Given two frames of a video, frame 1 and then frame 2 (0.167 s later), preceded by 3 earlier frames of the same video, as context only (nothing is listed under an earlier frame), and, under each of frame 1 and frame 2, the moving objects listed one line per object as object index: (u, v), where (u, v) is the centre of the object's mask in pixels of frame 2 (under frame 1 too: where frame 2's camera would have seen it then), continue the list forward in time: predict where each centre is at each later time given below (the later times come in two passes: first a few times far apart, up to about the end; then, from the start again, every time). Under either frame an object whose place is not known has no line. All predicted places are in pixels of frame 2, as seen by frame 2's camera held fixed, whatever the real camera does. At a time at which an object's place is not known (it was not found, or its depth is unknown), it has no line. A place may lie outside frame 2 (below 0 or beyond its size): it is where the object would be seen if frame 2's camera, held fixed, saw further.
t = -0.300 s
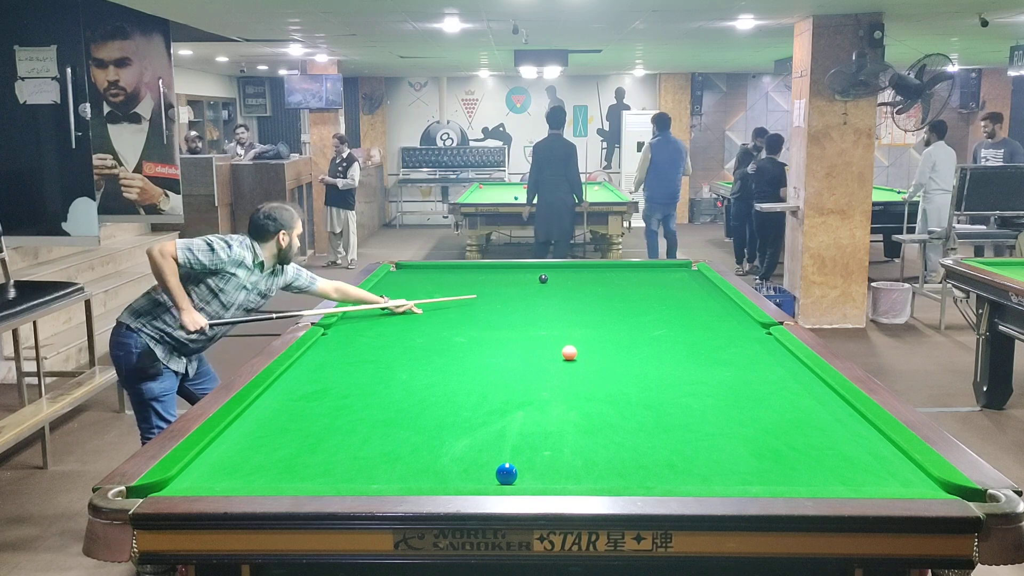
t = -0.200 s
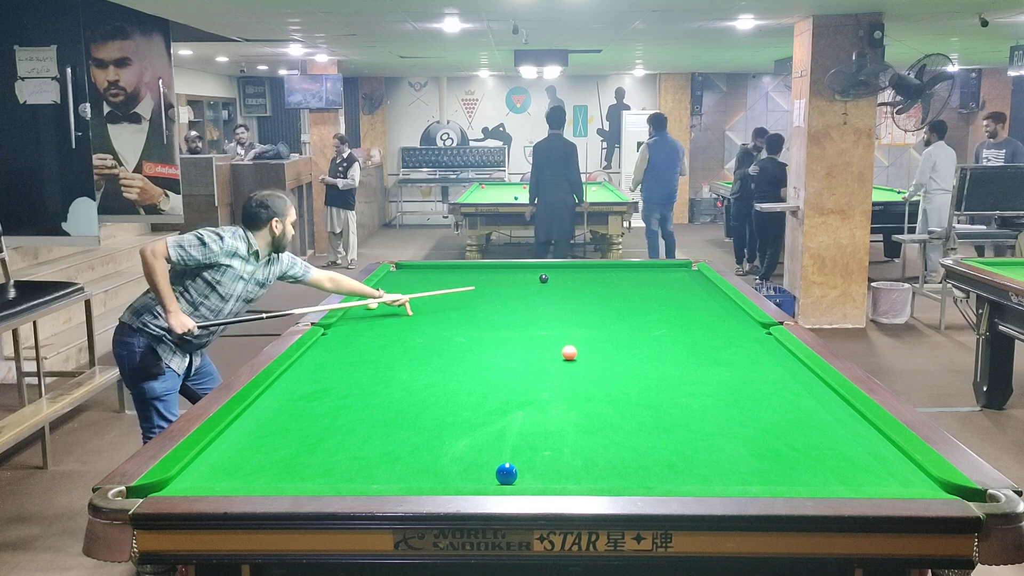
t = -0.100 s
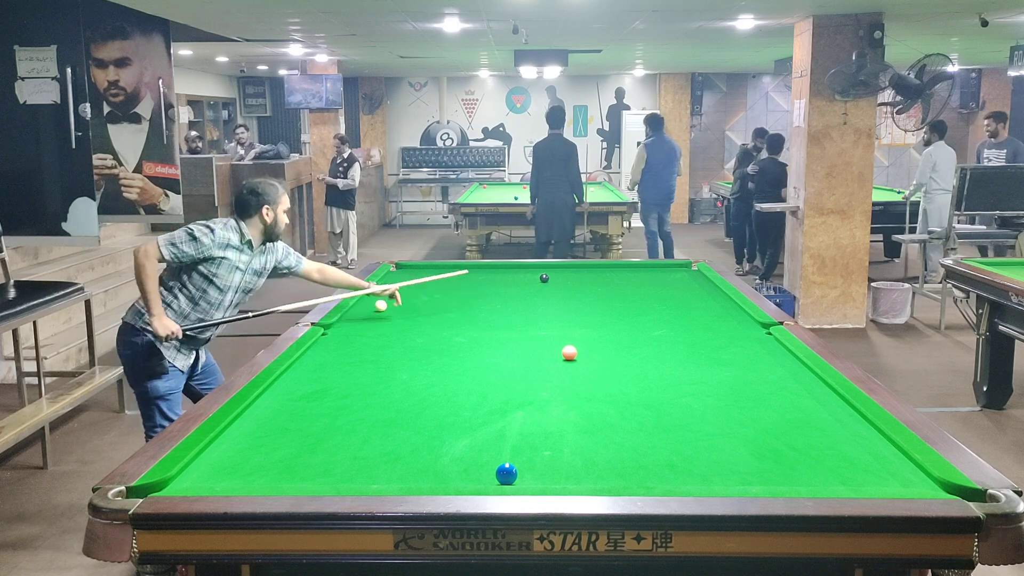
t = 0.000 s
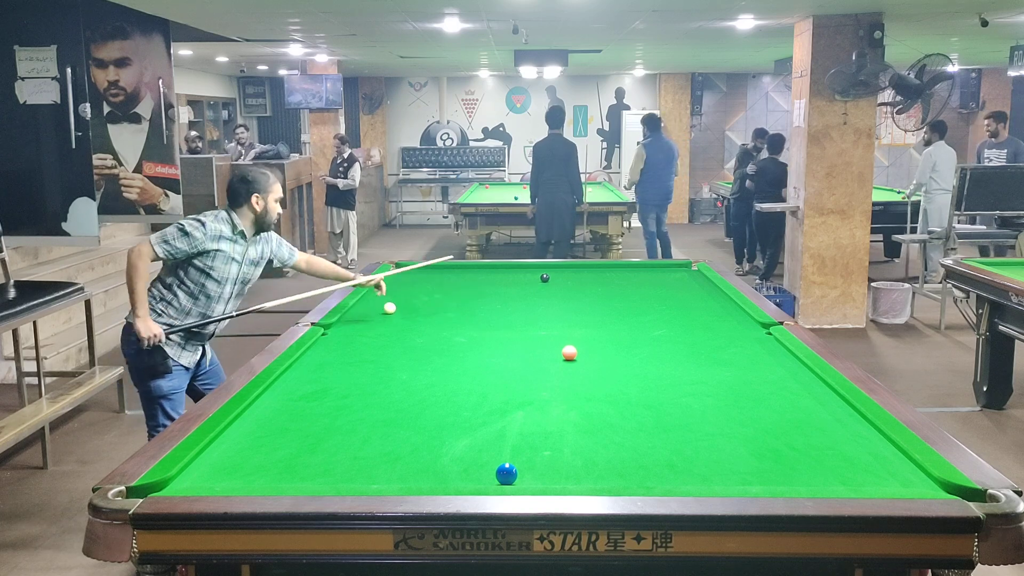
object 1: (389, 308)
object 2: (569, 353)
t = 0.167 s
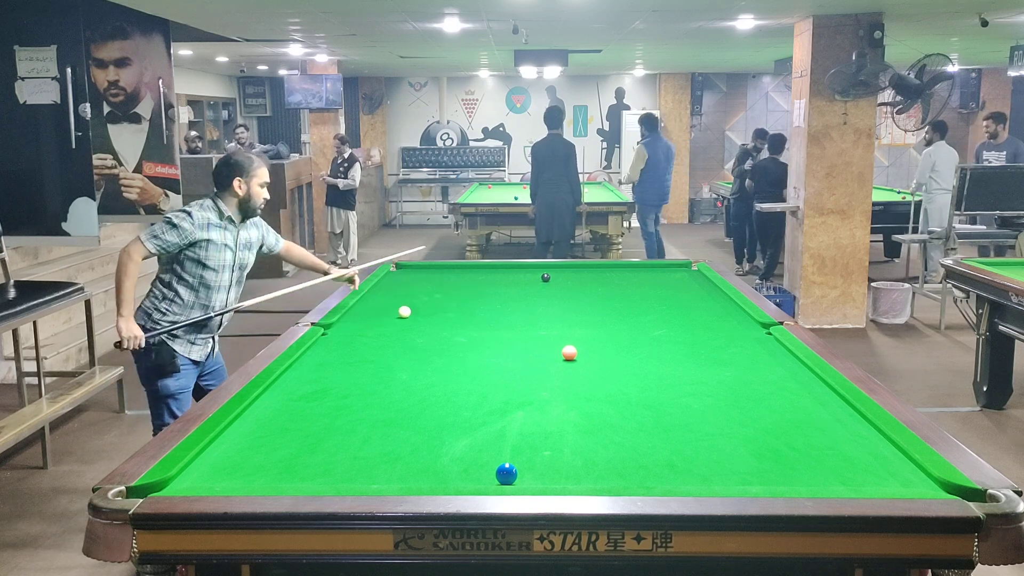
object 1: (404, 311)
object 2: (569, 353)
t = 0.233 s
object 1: (410, 313)
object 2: (569, 353)
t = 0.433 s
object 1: (428, 317)
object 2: (569, 353)
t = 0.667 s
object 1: (451, 323)
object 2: (569, 353)
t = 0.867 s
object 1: (470, 328)
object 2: (569, 353)
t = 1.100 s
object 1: (493, 334)
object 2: (569, 353)
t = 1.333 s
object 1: (517, 340)
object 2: (569, 353)
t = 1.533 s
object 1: (538, 346)
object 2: (569, 353)
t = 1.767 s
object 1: (558, 351)
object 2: (574, 354)
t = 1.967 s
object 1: (561, 353)
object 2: (589, 357)
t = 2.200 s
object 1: (564, 354)
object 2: (606, 360)
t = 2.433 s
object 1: (567, 356)
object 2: (623, 364)
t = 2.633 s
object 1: (569, 356)
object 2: (636, 367)
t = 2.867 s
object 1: (571, 357)
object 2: (651, 370)
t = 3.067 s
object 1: (572, 358)
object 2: (663, 372)
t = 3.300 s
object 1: (573, 358)
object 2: (677, 375)
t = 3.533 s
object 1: (573, 359)
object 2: (689, 377)
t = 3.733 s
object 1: (573, 359)
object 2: (699, 379)
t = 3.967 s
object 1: (573, 359)
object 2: (709, 381)
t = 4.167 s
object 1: (573, 359)
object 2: (716, 382)
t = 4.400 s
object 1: (573, 359)
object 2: (724, 383)
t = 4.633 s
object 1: (573, 358)
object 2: (729, 384)
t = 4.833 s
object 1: (573, 358)
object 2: (733, 385)
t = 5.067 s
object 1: (573, 358)
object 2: (736, 385)
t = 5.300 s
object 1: (573, 358)
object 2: (738, 386)
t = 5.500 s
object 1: (573, 358)
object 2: (738, 386)
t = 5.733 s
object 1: (573, 358)
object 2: (738, 386)
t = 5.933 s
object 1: (573, 358)
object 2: (738, 386)
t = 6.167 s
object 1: (573, 358)
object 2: (738, 386)
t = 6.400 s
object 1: (573, 359)
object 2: (738, 386)
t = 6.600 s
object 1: (573, 359)
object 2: (738, 386)
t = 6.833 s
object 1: (573, 359)
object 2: (738, 386)
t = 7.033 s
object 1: (573, 359)
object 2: (737, 386)
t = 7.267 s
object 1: (573, 359)
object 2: (737, 386)
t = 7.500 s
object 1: (573, 359)
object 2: (737, 386)
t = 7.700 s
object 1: (573, 359)
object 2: (737, 386)
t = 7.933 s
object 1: (573, 358)
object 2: (737, 386)
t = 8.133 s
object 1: (573, 359)
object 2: (737, 386)
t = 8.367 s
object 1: (573, 359)
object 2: (737, 386)
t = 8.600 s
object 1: (573, 359)
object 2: (737, 386)
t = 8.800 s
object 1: (573, 359)
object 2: (737, 386)
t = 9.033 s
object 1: (573, 359)
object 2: (737, 386)
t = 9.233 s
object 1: (573, 359)
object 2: (737, 386)
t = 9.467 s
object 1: (573, 359)
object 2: (738, 386)
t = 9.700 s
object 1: (573, 358)
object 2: (738, 386)
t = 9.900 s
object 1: (573, 358)
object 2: (737, 386)
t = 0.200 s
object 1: (407, 312)
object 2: (569, 353)
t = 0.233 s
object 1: (410, 313)
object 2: (569, 353)
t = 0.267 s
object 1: (412, 313)
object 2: (569, 353)
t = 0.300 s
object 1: (415, 314)
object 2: (569, 353)
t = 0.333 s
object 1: (419, 315)
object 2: (569, 353)
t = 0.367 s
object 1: (422, 316)
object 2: (569, 353)
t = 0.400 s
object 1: (425, 317)
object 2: (569, 353)
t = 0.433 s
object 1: (428, 317)
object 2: (569, 353)
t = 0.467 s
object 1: (431, 318)
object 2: (569, 353)
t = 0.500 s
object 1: (435, 319)
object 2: (569, 353)
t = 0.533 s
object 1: (438, 320)
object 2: (569, 353)
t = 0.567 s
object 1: (441, 321)
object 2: (569, 353)
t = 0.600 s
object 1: (444, 322)
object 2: (569, 353)
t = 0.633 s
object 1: (447, 322)
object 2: (569, 353)
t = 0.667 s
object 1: (451, 323)
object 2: (569, 353)
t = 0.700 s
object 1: (454, 324)
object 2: (569, 353)
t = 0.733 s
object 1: (457, 325)
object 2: (569, 353)
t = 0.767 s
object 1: (460, 326)
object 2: (569, 353)
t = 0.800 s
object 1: (463, 327)
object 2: (569, 353)
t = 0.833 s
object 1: (467, 327)
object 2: (569, 353)
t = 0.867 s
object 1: (470, 328)
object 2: (569, 353)
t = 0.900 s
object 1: (473, 329)
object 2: (569, 353)
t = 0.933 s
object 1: (477, 330)
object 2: (569, 353)
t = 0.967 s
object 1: (480, 331)
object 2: (569, 353)
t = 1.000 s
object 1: (483, 332)
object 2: (569, 353)
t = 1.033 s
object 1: (486, 332)
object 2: (569, 353)
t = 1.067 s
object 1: (490, 333)
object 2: (569, 353)
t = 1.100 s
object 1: (493, 334)
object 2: (569, 353)
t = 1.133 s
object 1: (496, 335)
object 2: (569, 353)
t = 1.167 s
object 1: (500, 336)
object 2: (569, 353)
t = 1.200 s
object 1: (503, 337)
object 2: (569, 353)
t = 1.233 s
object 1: (507, 338)
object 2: (569, 353)
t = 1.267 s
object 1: (510, 339)
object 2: (569, 353)
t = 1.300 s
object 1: (513, 339)
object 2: (569, 353)
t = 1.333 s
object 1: (517, 340)
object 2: (569, 353)
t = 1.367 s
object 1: (520, 341)
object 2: (569, 353)
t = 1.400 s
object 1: (524, 342)
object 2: (569, 353)
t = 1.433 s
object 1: (527, 343)
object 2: (569, 353)
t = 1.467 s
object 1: (531, 344)
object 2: (569, 353)
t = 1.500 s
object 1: (534, 345)
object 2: (569, 353)
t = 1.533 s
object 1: (538, 346)
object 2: (569, 353)
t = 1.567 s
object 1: (541, 346)
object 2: (569, 353)
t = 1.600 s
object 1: (545, 347)
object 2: (569, 353)
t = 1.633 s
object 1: (548, 348)
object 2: (569, 353)
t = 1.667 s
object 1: (552, 349)
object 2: (569, 353)
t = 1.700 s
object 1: (555, 350)
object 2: (569, 353)
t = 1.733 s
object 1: (557, 351)
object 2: (570, 353)
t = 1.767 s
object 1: (558, 351)
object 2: (574, 354)
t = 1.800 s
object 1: (558, 351)
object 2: (576, 354)
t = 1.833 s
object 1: (559, 352)
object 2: (579, 355)
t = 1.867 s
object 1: (559, 352)
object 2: (581, 355)
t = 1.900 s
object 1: (560, 352)
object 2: (584, 356)
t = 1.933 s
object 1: (561, 352)
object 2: (586, 356)
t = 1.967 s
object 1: (561, 353)
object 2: (589, 357)
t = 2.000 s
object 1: (561, 353)
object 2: (591, 358)
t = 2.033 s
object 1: (562, 353)
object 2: (594, 358)
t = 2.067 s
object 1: (562, 353)
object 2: (596, 358)
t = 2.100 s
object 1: (563, 354)
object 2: (599, 359)
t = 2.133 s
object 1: (563, 354)
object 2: (601, 360)
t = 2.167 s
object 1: (564, 354)
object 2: (604, 360)
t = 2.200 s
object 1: (564, 354)
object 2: (606, 360)
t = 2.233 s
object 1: (564, 354)
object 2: (609, 361)
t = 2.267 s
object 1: (565, 355)
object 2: (611, 362)
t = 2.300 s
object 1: (565, 355)
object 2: (613, 362)
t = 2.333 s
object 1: (565, 355)
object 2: (616, 362)
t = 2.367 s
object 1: (566, 355)
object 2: (618, 363)
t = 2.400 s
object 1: (566, 355)
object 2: (620, 363)
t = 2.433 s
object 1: (567, 356)
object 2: (623, 364)
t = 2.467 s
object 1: (567, 356)
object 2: (625, 364)
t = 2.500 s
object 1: (567, 356)
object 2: (627, 365)
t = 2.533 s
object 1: (568, 356)
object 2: (629, 365)
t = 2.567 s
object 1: (568, 356)
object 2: (631, 366)
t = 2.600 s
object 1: (568, 356)
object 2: (634, 366)
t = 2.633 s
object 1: (569, 356)
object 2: (636, 367)
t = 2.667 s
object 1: (569, 357)
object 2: (638, 367)
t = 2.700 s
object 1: (569, 357)
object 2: (640, 368)
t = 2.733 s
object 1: (570, 357)
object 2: (643, 368)
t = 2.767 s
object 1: (570, 357)
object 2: (645, 368)
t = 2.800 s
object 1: (570, 357)
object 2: (647, 369)
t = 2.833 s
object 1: (571, 357)
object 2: (649, 369)
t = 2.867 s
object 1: (571, 357)
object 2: (651, 370)
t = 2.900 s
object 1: (571, 358)
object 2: (653, 370)
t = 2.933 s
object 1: (571, 358)
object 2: (655, 371)
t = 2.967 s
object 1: (571, 358)
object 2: (657, 371)
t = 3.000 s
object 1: (572, 358)
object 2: (659, 371)
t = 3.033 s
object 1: (572, 358)
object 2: (661, 372)
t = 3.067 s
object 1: (572, 358)
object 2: (663, 372)
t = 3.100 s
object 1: (572, 358)
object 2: (666, 373)
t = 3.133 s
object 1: (572, 358)
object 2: (667, 373)
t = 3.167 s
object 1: (572, 358)
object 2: (669, 373)
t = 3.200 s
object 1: (572, 358)
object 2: (671, 374)
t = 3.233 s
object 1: (572, 358)
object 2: (673, 374)
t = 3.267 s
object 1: (573, 358)
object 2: (675, 374)
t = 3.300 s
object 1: (573, 358)
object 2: (677, 375)
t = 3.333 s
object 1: (573, 358)
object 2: (679, 375)
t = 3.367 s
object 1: (573, 358)
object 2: (680, 375)
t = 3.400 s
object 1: (573, 358)
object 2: (682, 376)
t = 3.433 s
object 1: (573, 358)
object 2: (684, 376)
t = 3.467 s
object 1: (573, 358)
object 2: (686, 376)
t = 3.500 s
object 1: (573, 359)
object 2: (687, 377)
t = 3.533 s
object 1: (573, 359)
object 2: (689, 377)
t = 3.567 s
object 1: (573, 358)
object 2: (691, 377)
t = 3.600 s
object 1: (573, 359)
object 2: (692, 378)
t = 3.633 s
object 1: (573, 358)
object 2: (694, 378)
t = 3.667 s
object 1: (573, 359)
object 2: (696, 378)
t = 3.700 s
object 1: (573, 359)
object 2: (697, 379)
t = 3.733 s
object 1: (573, 359)
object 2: (699, 379)
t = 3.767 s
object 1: (573, 358)
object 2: (700, 379)
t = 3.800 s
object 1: (573, 359)
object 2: (702, 379)
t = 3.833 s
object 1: (573, 359)
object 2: (703, 380)
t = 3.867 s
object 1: (573, 359)
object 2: (705, 380)
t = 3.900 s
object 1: (573, 358)
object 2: (706, 380)
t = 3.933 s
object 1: (573, 359)
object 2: (707, 380)
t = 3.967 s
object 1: (573, 359)
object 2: (709, 381)
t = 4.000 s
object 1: (573, 359)
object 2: (710, 381)
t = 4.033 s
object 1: (573, 359)
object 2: (712, 381)
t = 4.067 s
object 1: (573, 359)
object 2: (713, 381)
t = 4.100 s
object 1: (573, 359)
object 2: (714, 382)
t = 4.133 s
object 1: (573, 359)
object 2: (715, 382)
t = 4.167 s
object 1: (573, 359)
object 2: (716, 382)
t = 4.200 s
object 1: (573, 359)
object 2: (717, 382)
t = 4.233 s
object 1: (573, 359)
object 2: (719, 382)
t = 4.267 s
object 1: (573, 359)
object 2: (720, 383)
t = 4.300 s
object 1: (573, 359)
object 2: (721, 383)
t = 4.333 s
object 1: (573, 359)
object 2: (722, 383)
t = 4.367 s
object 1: (573, 359)
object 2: (723, 383)
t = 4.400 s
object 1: (573, 359)
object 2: (724, 383)
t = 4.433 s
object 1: (573, 359)
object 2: (725, 383)
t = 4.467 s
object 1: (573, 359)
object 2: (726, 383)
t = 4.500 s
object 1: (573, 359)
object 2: (726, 384)
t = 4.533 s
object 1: (573, 359)
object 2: (727, 384)
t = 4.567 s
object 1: (573, 358)
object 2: (728, 384)
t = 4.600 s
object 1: (573, 358)
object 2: (729, 384)
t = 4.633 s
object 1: (573, 358)
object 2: (729, 384)
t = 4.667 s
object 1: (573, 358)
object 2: (730, 384)
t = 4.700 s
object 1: (573, 358)
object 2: (731, 384)
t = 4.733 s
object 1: (573, 358)
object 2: (731, 385)
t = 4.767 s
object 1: (573, 358)
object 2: (732, 385)
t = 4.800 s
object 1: (573, 358)
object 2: (733, 385)
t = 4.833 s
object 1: (573, 358)
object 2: (733, 385)
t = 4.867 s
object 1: (573, 358)
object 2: (734, 385)
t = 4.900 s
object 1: (573, 358)
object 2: (734, 385)
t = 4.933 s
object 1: (573, 358)
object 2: (735, 385)
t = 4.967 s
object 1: (573, 358)
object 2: (735, 385)
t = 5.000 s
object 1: (573, 358)
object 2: (736, 385)
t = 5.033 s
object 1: (573, 358)
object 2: (736, 385)
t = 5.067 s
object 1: (573, 358)
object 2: (736, 385)
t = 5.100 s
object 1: (573, 358)
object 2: (737, 385)
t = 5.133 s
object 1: (573, 358)
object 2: (737, 385)
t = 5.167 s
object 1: (573, 358)
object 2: (737, 385)
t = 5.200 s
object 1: (573, 358)
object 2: (737, 385)
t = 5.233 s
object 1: (573, 358)
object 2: (738, 385)
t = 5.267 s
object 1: (573, 358)
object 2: (738, 385)
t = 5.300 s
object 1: (573, 358)
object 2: (738, 386)
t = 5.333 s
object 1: (573, 358)
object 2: (738, 386)
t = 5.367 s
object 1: (573, 358)
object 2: (738, 386)
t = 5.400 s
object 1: (573, 358)
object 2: (738, 386)
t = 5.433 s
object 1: (573, 358)
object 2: (738, 386)
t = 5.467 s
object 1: (573, 358)
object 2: (738, 386)
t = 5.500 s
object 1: (573, 358)
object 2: (738, 386)
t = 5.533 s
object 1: (573, 358)
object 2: (738, 386)
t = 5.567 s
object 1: (573, 358)
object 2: (738, 386)
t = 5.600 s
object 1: (573, 358)
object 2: (738, 386)
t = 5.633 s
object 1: (573, 358)
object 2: (738, 386)
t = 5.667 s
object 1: (573, 358)
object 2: (738, 386)
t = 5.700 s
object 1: (573, 358)
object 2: (738, 386)
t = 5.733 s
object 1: (573, 358)
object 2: (738, 386)
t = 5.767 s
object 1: (573, 358)
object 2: (738, 386)
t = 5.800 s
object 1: (573, 358)
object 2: (738, 386)
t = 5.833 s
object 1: (573, 358)
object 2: (738, 386)
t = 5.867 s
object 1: (573, 358)
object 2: (738, 386)
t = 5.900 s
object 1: (573, 358)
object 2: (738, 386)
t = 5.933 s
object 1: (573, 358)
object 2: (738, 386)
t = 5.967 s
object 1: (573, 358)
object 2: (738, 386)
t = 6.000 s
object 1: (573, 358)
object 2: (738, 386)
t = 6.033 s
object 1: (573, 358)
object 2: (738, 386)
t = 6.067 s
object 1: (573, 358)
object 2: (738, 386)
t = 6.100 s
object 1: (573, 358)
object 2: (738, 386)
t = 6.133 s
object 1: (573, 358)
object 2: (738, 386)
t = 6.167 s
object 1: (573, 358)
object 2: (738, 386)
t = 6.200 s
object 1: (573, 358)
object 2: (738, 386)
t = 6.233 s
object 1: (573, 358)
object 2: (738, 386)
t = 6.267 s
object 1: (573, 358)
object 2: (738, 386)
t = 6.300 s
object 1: (573, 358)
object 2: (738, 386)
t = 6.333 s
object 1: (573, 359)
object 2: (738, 386)
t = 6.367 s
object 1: (573, 359)
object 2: (738, 386)
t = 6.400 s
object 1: (573, 359)
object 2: (738, 386)
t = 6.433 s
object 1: (573, 359)
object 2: (738, 386)
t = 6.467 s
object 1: (573, 359)
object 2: (738, 386)
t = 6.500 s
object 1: (573, 359)
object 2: (738, 386)
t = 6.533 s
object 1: (573, 359)
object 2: (738, 386)
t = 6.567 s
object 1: (573, 359)
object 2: (738, 386)
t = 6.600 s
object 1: (573, 359)
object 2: (738, 386)
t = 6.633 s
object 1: (573, 359)
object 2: (738, 386)
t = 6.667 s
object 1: (573, 359)
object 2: (738, 386)
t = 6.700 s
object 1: (573, 359)
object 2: (738, 386)
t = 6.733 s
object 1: (573, 359)
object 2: (738, 386)
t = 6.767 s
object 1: (573, 359)
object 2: (738, 386)
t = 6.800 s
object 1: (573, 359)
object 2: (738, 386)
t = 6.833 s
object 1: (573, 359)
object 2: (738, 386)
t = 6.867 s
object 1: (573, 359)
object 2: (738, 386)
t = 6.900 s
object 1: (573, 359)
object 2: (738, 386)
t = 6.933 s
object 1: (573, 359)
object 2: (738, 386)
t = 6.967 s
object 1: (573, 359)
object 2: (738, 386)
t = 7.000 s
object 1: (573, 359)
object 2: (738, 386)
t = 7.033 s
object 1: (573, 359)
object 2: (737, 386)
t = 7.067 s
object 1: (573, 359)
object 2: (738, 386)
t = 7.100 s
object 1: (573, 359)
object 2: (737, 386)
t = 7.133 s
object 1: (573, 359)
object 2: (737, 386)
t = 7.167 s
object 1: (573, 359)
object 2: (737, 386)
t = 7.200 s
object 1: (573, 359)
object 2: (738, 386)
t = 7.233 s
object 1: (573, 359)
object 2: (737, 386)
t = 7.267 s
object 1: (573, 359)
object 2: (737, 386)
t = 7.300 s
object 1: (573, 359)
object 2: (737, 386)
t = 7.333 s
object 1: (573, 359)
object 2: (737, 386)
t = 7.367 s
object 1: (573, 359)
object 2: (738, 386)
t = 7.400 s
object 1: (573, 359)
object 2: (737, 386)
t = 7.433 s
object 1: (573, 359)
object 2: (737, 386)
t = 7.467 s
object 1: (573, 359)
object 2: (737, 386)
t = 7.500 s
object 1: (573, 359)
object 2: (737, 386)
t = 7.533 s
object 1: (573, 359)
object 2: (737, 386)
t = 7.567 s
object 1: (573, 358)
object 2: (737, 386)
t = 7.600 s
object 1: (573, 358)
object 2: (737, 386)
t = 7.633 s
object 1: (573, 359)
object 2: (737, 386)
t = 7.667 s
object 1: (573, 358)
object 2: (737, 386)
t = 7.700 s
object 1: (573, 359)
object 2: (737, 386)
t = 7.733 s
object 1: (573, 359)
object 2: (737, 386)
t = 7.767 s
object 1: (573, 358)
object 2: (737, 386)
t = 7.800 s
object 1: (573, 359)
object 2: (737, 386)
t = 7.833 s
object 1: (573, 359)
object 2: (737, 386)
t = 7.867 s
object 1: (573, 358)
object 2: (737, 386)
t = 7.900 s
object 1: (573, 358)
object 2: (737, 386)
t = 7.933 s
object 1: (573, 358)
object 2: (737, 386)
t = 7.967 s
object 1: (573, 359)
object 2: (737, 386)
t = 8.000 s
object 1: (573, 359)
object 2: (737, 386)
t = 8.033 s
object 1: (573, 359)
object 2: (737, 386)
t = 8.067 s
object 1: (573, 359)
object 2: (737, 386)
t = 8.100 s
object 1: (573, 359)
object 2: (737, 386)
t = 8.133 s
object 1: (573, 359)
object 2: (737, 386)
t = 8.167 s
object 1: (573, 358)
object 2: (737, 386)
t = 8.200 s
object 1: (573, 359)
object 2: (737, 386)
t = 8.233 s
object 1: (573, 359)
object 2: (737, 386)
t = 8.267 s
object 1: (573, 359)
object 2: (737, 386)
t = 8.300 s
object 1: (573, 359)
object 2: (737, 386)
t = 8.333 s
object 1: (573, 359)
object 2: (737, 386)
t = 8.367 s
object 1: (573, 359)
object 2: (737, 386)
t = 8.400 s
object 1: (573, 359)
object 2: (737, 386)
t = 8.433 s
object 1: (573, 359)
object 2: (737, 386)
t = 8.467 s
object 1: (573, 358)
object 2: (737, 386)
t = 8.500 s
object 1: (573, 358)
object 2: (737, 386)
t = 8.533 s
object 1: (573, 359)
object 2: (737, 386)
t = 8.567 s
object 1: (573, 359)
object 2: (737, 386)
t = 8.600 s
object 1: (573, 359)
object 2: (737, 386)
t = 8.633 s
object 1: (573, 359)
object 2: (737, 386)
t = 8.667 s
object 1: (573, 359)
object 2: (737, 386)
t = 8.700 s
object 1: (573, 359)
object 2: (737, 386)
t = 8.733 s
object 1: (573, 359)
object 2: (737, 386)
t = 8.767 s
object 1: (573, 359)
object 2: (737, 386)
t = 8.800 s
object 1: (573, 359)
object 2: (737, 386)
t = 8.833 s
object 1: (573, 359)
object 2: (737, 386)
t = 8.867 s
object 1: (573, 359)
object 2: (737, 386)
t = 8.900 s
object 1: (573, 358)
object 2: (737, 386)
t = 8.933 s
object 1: (573, 358)
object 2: (737, 386)
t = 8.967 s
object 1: (573, 358)
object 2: (737, 386)
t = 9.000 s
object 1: (573, 358)
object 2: (737, 386)
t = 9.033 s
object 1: (573, 359)
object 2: (737, 386)
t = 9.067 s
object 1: (573, 359)
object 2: (737, 386)
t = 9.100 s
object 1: (573, 359)
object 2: (737, 386)
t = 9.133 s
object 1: (573, 359)
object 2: (737, 386)
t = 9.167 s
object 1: (573, 359)
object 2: (737, 386)
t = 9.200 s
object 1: (573, 359)
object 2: (737, 386)
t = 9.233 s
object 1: (573, 359)
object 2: (737, 386)
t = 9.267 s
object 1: (573, 359)
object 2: (738, 386)
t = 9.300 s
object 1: (573, 359)
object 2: (737, 386)
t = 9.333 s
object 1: (573, 359)
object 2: (738, 386)
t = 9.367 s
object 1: (573, 359)
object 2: (738, 386)
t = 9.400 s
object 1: (573, 359)
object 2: (738, 386)
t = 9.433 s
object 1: (573, 359)
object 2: (738, 386)
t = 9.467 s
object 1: (573, 359)
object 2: (738, 386)
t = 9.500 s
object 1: (573, 359)
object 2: (738, 386)
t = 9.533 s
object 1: (573, 359)
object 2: (737, 386)
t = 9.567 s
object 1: (573, 358)
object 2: (737, 386)
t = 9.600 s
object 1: (573, 358)
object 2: (737, 386)
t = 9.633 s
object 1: (573, 358)
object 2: (737, 386)
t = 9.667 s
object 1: (573, 358)
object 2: (738, 386)
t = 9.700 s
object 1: (573, 358)
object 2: (738, 386)
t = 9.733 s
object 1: (573, 358)
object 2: (738, 386)
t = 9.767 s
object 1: (573, 358)
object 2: (737, 386)
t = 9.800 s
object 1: (573, 358)
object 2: (737, 386)
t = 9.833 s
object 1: (573, 358)
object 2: (737, 386)
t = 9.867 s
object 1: (573, 359)
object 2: (737, 386)
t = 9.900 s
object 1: (573, 358)
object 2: (737, 386)
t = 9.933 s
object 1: (573, 359)
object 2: (737, 386)
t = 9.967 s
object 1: (573, 358)
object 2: (737, 386)
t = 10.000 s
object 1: (573, 358)
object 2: (737, 386)
